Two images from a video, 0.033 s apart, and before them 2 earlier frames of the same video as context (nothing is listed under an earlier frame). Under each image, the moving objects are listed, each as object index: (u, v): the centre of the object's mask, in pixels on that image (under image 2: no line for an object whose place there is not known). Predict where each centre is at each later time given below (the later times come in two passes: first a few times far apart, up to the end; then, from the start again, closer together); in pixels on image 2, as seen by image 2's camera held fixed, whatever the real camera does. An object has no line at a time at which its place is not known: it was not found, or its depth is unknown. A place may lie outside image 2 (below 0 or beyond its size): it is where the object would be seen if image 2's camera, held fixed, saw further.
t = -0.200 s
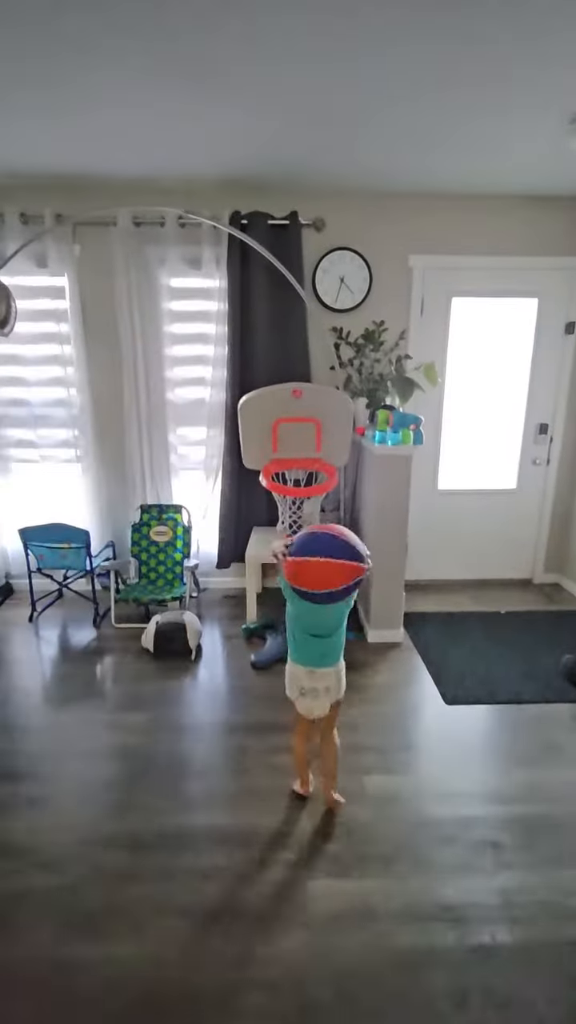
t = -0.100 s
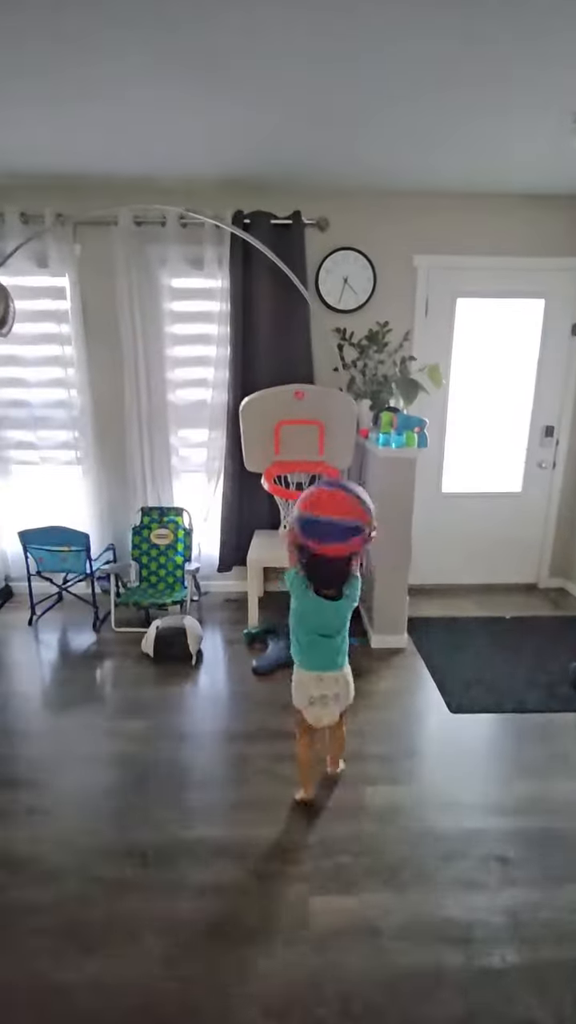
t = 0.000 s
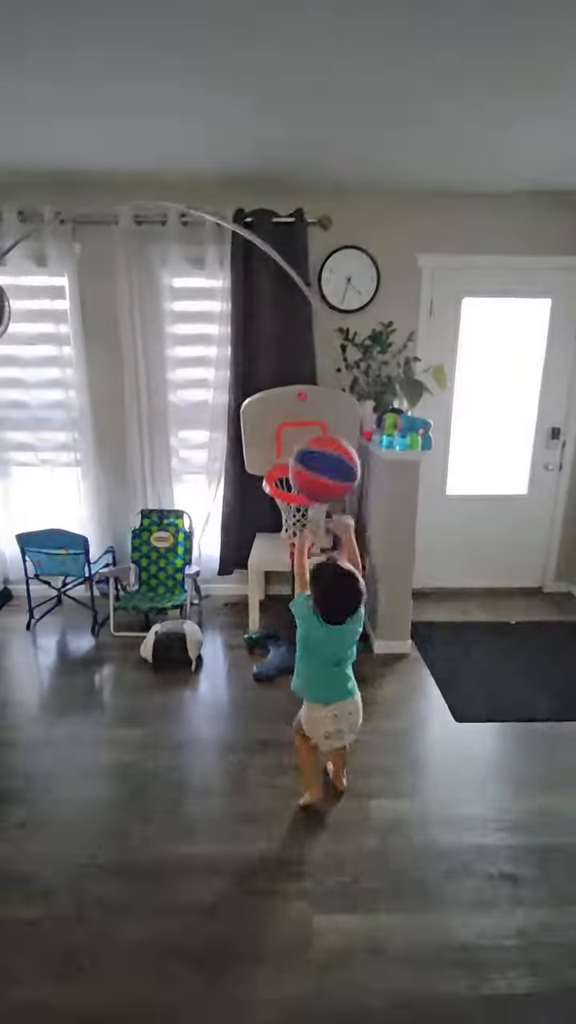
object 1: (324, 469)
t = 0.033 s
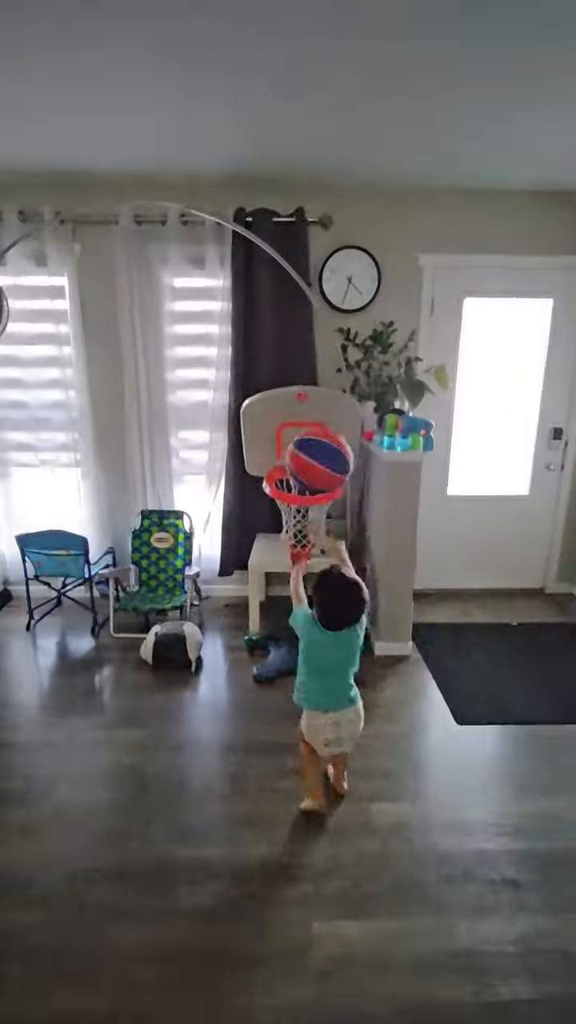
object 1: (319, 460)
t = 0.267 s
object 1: (309, 459)
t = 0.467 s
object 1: (328, 460)
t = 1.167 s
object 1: (314, 478)
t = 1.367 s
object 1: (292, 538)
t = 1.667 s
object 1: (301, 632)
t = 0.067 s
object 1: (313, 457)
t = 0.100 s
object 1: (308, 455)
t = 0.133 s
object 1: (304, 456)
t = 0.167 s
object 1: (300, 460)
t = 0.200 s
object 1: (297, 466)
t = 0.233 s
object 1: (302, 464)
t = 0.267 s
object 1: (309, 459)
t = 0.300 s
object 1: (311, 457)
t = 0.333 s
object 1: (317, 455)
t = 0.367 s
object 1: (320, 455)
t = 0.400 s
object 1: (323, 456)
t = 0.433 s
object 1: (325, 458)
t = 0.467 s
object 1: (328, 460)
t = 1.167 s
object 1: (314, 478)
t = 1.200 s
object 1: (308, 483)
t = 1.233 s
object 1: (307, 487)
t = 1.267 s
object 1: (301, 489)
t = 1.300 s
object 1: (299, 531)
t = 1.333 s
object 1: (293, 534)
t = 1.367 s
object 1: (292, 538)
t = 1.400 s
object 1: (293, 539)
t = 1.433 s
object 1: (294, 541)
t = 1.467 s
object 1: (295, 549)
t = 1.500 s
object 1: (297, 560)
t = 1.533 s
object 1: (298, 570)
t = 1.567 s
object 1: (298, 582)
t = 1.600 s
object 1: (299, 596)
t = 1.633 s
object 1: (300, 614)
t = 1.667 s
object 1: (301, 632)
